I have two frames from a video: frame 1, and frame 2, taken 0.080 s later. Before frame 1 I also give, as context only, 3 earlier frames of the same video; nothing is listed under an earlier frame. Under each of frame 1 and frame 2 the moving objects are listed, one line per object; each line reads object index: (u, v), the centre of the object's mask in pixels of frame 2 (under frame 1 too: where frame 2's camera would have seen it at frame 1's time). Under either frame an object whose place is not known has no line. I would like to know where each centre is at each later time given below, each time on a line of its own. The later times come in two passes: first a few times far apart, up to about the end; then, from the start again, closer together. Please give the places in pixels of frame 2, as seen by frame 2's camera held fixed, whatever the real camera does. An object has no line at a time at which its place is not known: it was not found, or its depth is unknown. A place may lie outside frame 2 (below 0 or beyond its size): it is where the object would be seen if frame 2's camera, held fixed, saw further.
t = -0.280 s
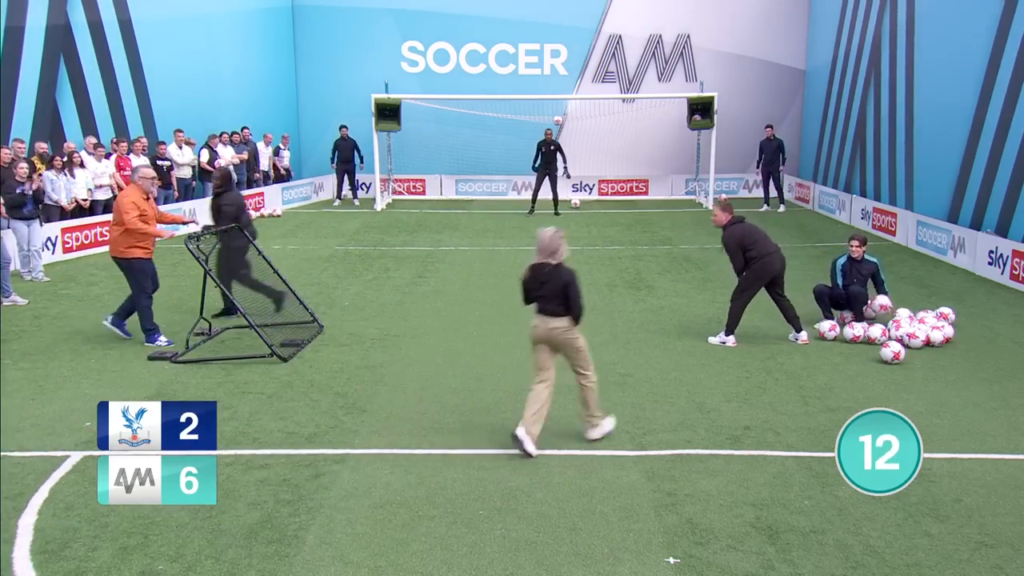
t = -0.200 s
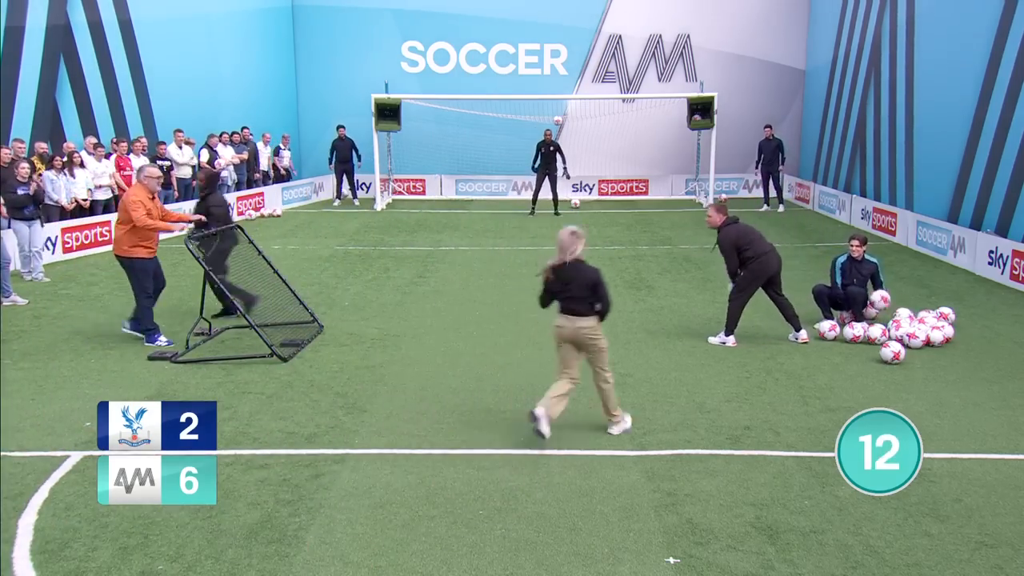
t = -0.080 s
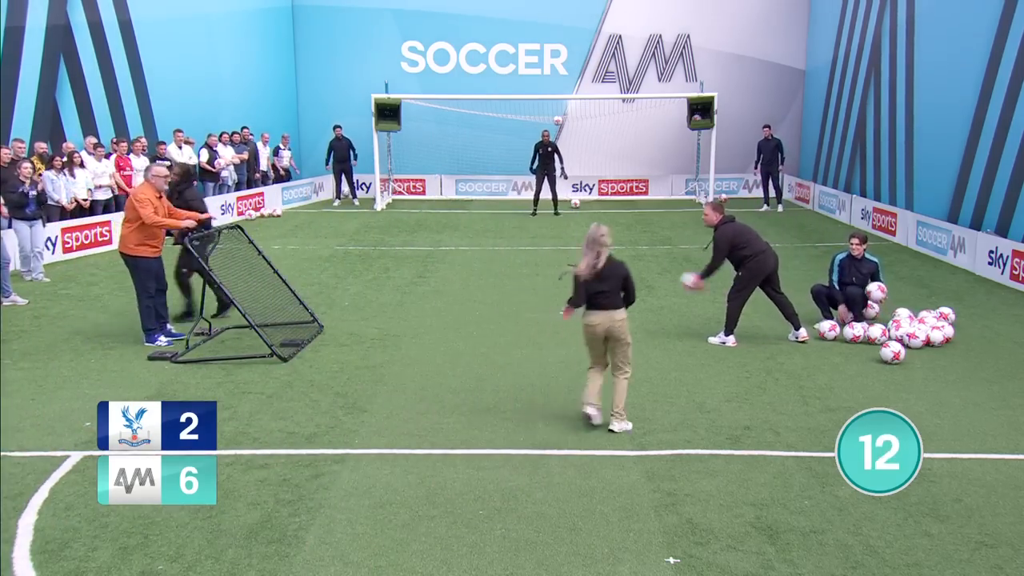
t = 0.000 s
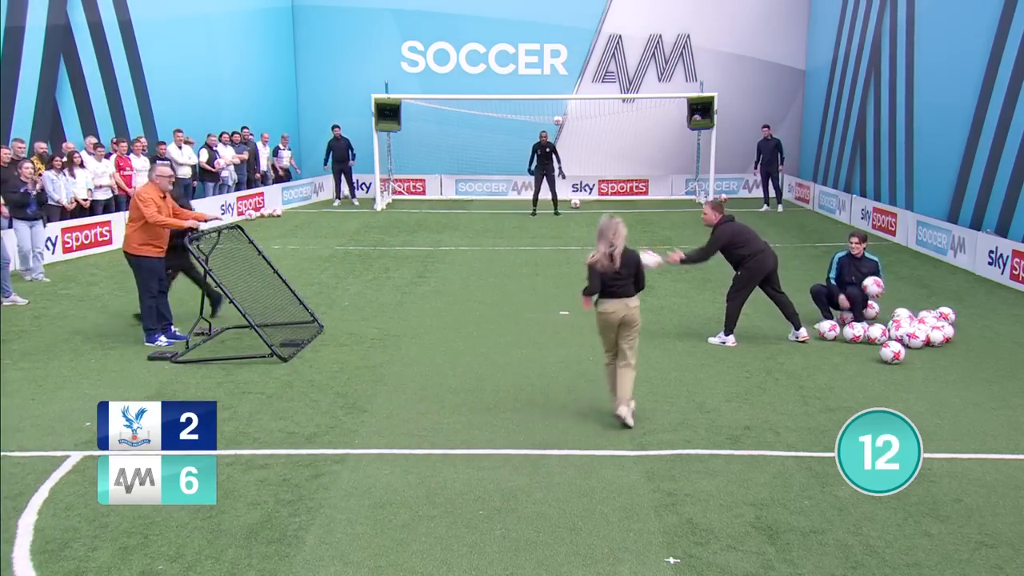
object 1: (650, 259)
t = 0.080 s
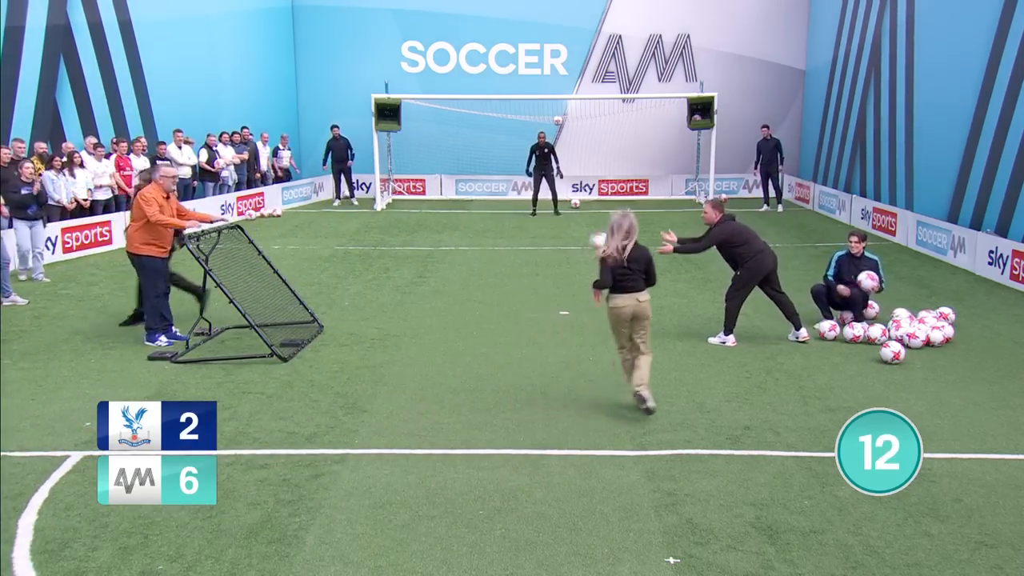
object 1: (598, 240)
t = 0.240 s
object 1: (513, 224)
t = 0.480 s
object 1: (380, 242)
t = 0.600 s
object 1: (315, 271)
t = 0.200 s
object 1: (535, 226)
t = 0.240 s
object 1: (513, 224)
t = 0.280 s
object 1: (490, 224)
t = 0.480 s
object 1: (380, 242)
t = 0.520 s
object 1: (358, 251)
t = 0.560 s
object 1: (336, 260)
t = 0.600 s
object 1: (315, 271)
